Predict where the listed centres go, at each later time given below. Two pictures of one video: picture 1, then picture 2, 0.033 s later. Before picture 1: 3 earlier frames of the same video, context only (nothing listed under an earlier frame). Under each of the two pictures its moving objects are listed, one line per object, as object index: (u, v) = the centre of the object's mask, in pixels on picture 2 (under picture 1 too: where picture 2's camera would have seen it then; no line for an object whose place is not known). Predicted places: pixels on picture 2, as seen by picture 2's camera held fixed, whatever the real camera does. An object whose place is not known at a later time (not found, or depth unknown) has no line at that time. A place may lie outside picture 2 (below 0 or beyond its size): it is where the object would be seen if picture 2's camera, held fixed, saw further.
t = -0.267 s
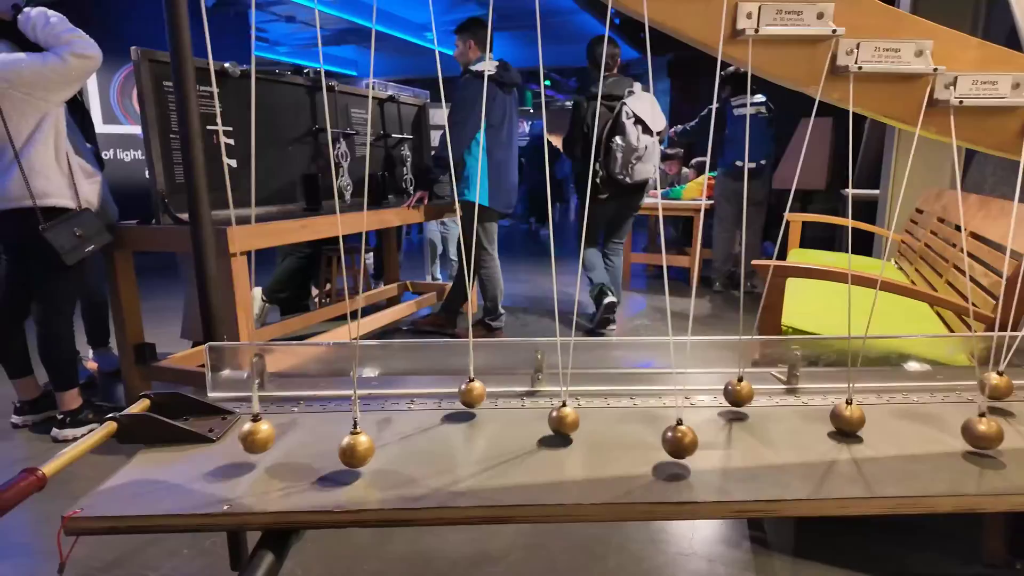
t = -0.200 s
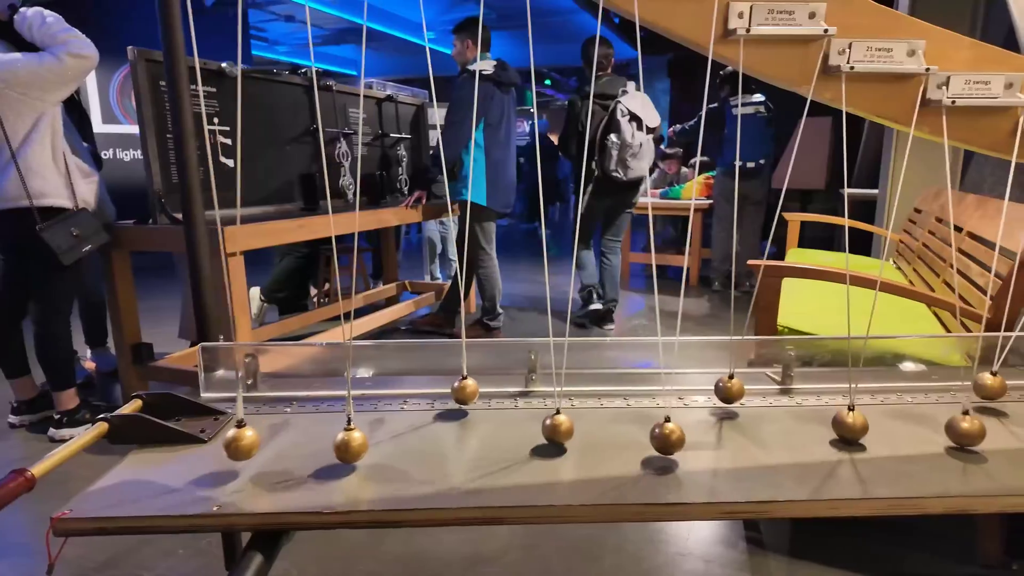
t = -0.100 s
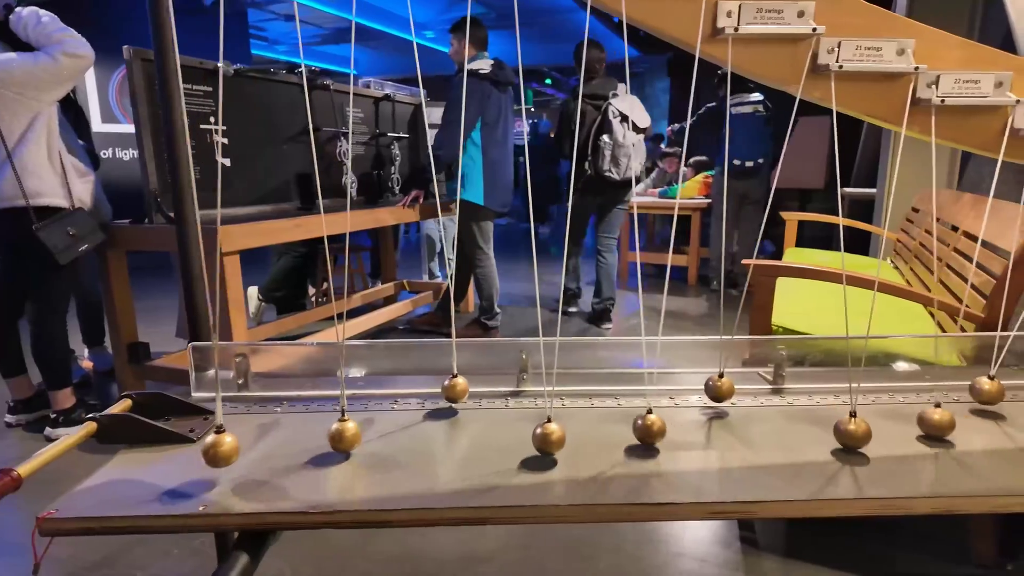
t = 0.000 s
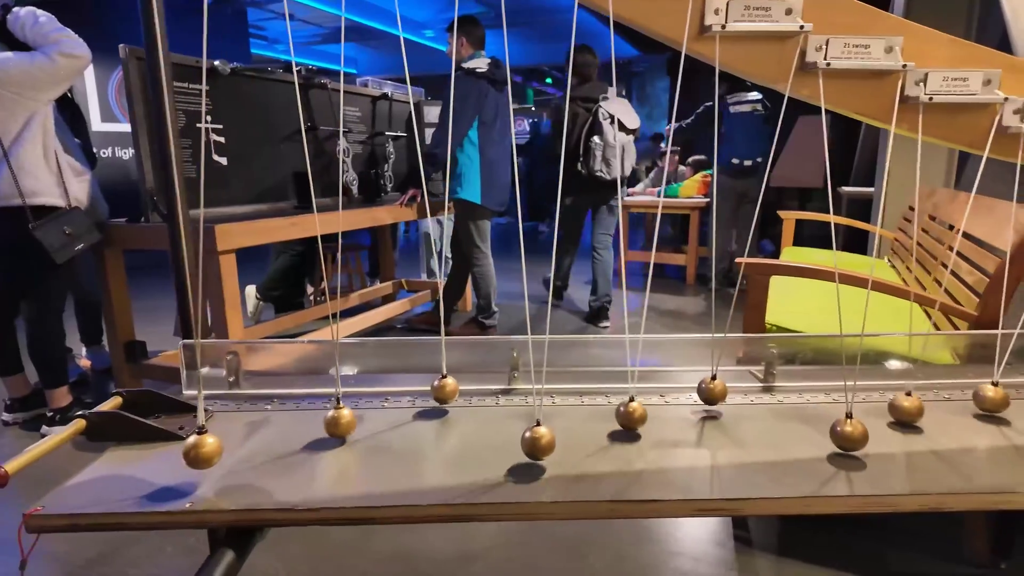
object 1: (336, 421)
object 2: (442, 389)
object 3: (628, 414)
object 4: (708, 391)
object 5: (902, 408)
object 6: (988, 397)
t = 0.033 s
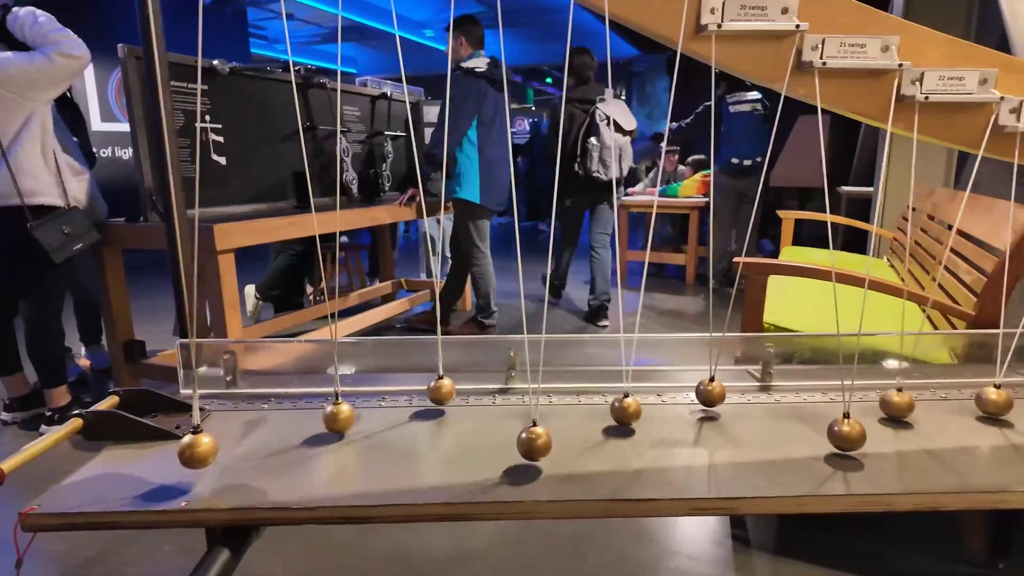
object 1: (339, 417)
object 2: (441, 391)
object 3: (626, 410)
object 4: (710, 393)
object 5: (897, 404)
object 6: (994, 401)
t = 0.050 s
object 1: (340, 415)
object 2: (441, 392)
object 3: (625, 408)
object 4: (711, 395)
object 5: (894, 402)
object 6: (997, 403)
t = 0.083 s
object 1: (342, 412)
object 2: (440, 394)
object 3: (623, 405)
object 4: (713, 398)
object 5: (889, 399)
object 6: (1004, 406)
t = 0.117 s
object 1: (344, 408)
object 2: (440, 397)
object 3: (621, 400)
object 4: (716, 402)
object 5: (884, 395)
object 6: (1011, 410)
